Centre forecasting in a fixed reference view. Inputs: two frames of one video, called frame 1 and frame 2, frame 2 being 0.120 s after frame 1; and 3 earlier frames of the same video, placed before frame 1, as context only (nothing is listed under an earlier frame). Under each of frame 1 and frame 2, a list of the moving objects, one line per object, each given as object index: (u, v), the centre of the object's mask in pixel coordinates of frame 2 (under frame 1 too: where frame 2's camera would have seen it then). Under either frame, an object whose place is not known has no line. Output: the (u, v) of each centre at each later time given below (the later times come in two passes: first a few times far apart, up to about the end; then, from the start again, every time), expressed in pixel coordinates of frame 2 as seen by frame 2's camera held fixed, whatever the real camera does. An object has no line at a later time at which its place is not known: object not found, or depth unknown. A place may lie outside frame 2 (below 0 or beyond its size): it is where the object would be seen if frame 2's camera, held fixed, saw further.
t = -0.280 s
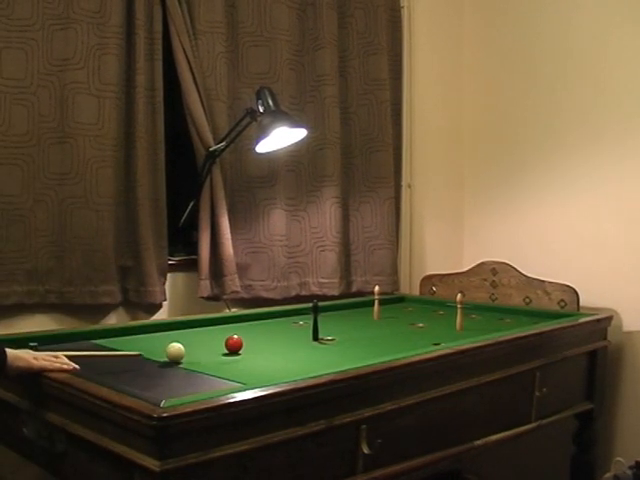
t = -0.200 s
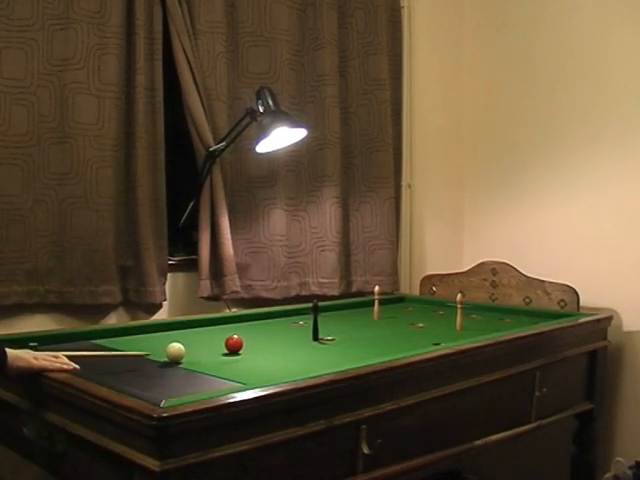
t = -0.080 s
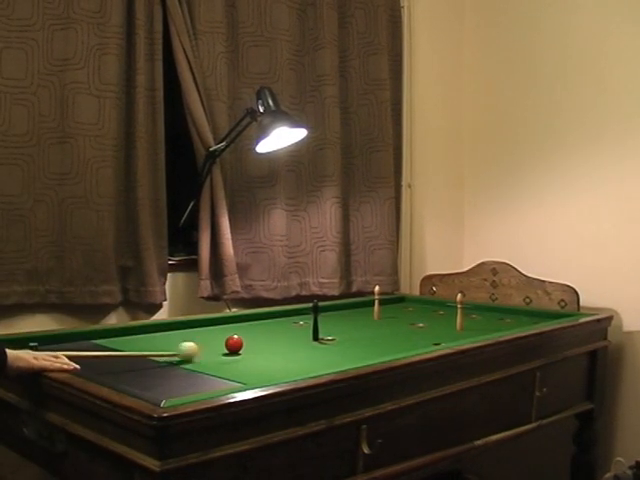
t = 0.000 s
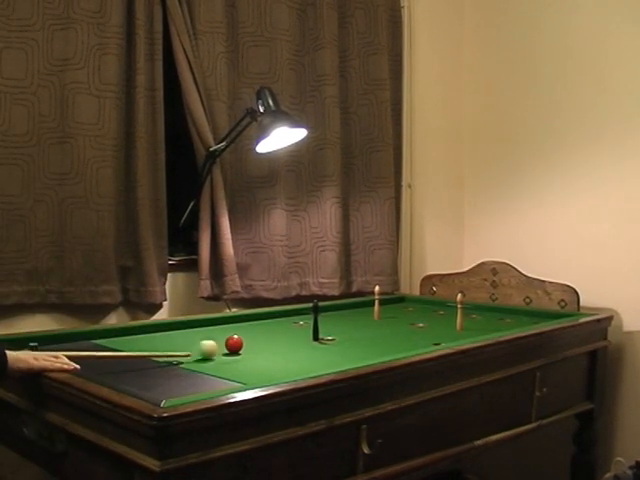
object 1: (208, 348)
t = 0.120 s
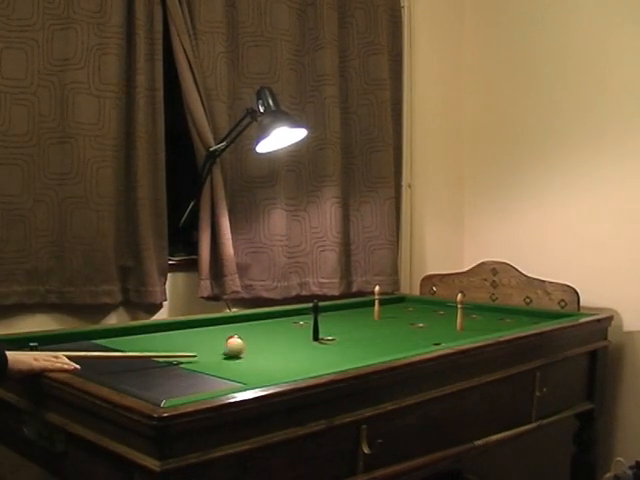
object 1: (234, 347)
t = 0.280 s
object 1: (266, 346)
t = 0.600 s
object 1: (325, 346)
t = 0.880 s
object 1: (371, 346)
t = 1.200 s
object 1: (420, 343)
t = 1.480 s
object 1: (435, 341)
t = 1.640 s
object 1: (436, 339)
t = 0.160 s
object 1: (243, 347)
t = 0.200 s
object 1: (250, 347)
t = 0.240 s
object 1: (258, 347)
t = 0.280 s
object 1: (266, 346)
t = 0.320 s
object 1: (273, 346)
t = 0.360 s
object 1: (281, 346)
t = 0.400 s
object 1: (288, 346)
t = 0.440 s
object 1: (296, 346)
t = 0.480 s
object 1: (303, 346)
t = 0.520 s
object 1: (310, 346)
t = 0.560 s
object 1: (317, 346)
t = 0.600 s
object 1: (325, 346)
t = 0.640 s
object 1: (331, 346)
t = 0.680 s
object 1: (338, 346)
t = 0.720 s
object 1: (345, 346)
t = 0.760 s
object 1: (352, 346)
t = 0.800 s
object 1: (358, 346)
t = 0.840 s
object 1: (365, 346)
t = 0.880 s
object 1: (371, 346)
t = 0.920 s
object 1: (378, 346)
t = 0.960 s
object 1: (384, 345)
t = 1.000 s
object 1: (390, 345)
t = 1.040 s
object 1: (397, 345)
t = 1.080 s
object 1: (403, 344)
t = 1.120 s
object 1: (408, 344)
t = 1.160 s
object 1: (414, 343)
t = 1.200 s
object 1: (420, 343)
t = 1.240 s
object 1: (425, 343)
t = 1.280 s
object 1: (431, 342)
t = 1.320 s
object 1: (435, 342)
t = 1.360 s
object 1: (435, 342)
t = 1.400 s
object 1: (435, 342)
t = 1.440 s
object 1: (435, 341)
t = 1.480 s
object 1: (435, 341)
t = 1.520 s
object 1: (435, 340)
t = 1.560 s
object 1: (435, 340)
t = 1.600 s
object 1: (435, 339)
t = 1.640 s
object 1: (436, 339)
